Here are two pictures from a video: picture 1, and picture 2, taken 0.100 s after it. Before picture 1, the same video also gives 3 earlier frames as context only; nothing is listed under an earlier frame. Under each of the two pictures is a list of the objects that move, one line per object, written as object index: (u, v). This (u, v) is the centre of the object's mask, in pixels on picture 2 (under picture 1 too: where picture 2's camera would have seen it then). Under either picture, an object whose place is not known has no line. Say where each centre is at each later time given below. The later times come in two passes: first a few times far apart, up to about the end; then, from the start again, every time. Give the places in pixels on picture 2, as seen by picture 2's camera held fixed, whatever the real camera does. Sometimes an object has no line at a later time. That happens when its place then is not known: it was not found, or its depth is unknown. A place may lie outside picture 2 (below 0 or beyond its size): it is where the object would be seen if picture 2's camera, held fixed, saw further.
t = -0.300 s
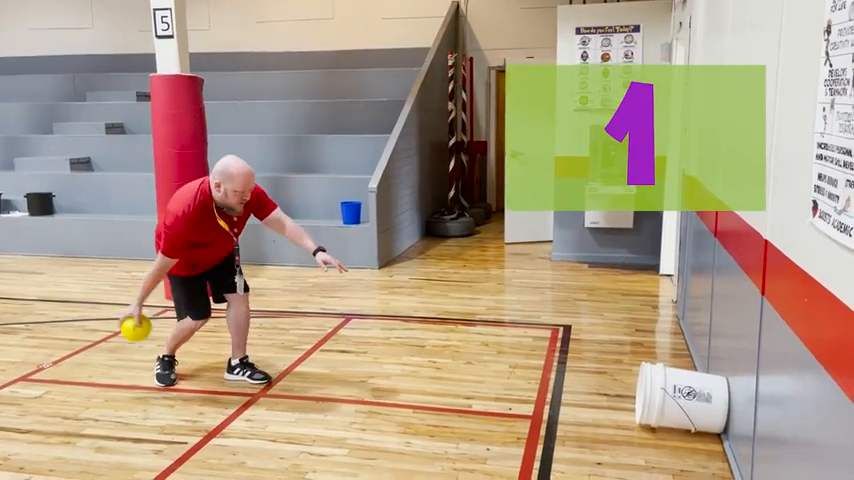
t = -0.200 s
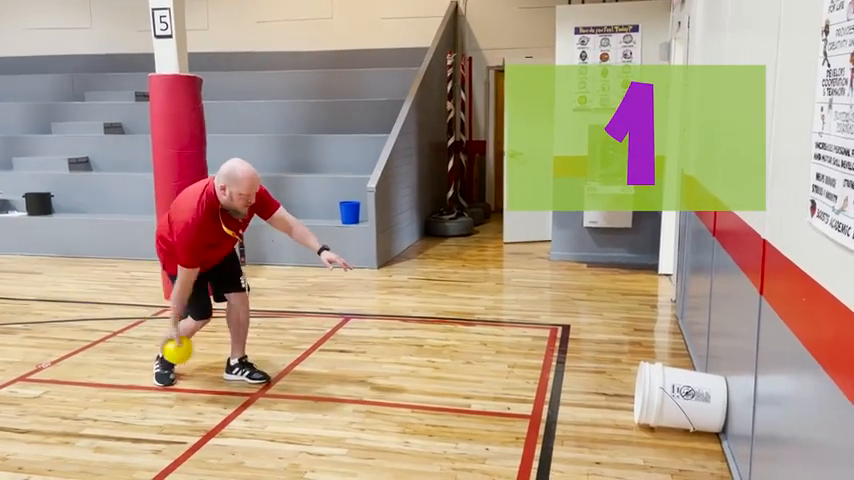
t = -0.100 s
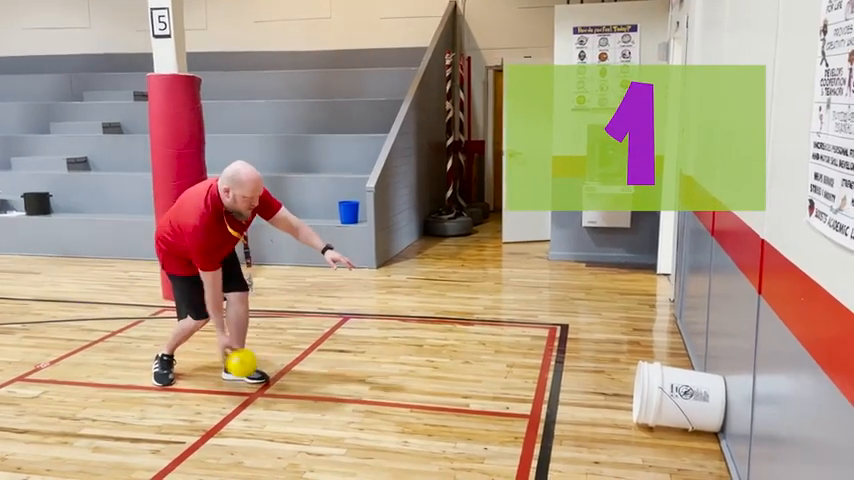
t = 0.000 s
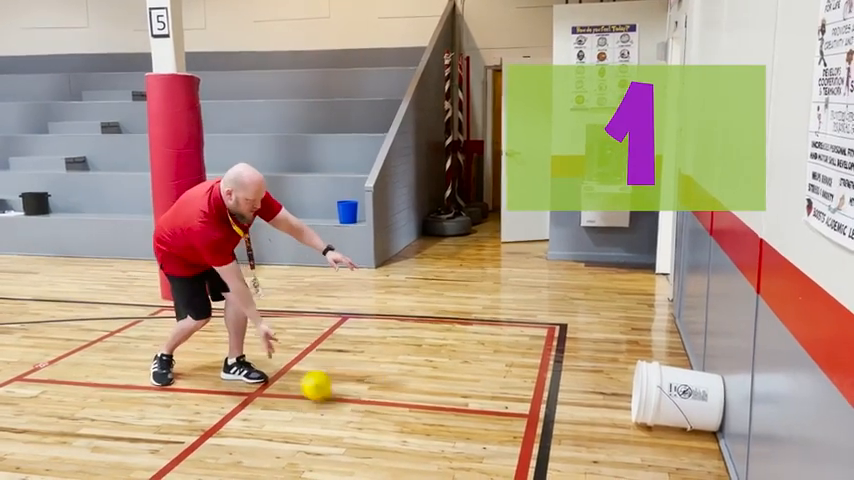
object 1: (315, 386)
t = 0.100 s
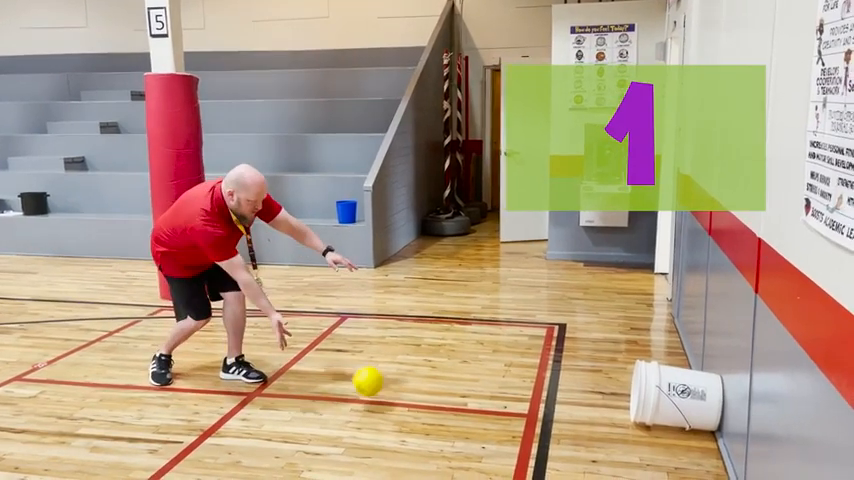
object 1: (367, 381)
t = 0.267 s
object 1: (449, 397)
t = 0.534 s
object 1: (579, 405)
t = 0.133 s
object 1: (383, 380)
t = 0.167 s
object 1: (400, 381)
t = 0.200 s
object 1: (416, 384)
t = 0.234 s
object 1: (433, 389)
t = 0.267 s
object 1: (449, 397)
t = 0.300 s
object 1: (465, 397)
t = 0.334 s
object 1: (481, 395)
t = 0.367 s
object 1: (498, 395)
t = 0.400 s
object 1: (514, 398)
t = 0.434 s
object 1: (530, 402)
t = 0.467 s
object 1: (546, 402)
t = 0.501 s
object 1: (563, 402)
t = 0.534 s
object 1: (579, 405)
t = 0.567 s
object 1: (595, 406)
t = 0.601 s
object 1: (611, 407)
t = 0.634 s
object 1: (624, 406)
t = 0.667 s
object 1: (630, 396)
